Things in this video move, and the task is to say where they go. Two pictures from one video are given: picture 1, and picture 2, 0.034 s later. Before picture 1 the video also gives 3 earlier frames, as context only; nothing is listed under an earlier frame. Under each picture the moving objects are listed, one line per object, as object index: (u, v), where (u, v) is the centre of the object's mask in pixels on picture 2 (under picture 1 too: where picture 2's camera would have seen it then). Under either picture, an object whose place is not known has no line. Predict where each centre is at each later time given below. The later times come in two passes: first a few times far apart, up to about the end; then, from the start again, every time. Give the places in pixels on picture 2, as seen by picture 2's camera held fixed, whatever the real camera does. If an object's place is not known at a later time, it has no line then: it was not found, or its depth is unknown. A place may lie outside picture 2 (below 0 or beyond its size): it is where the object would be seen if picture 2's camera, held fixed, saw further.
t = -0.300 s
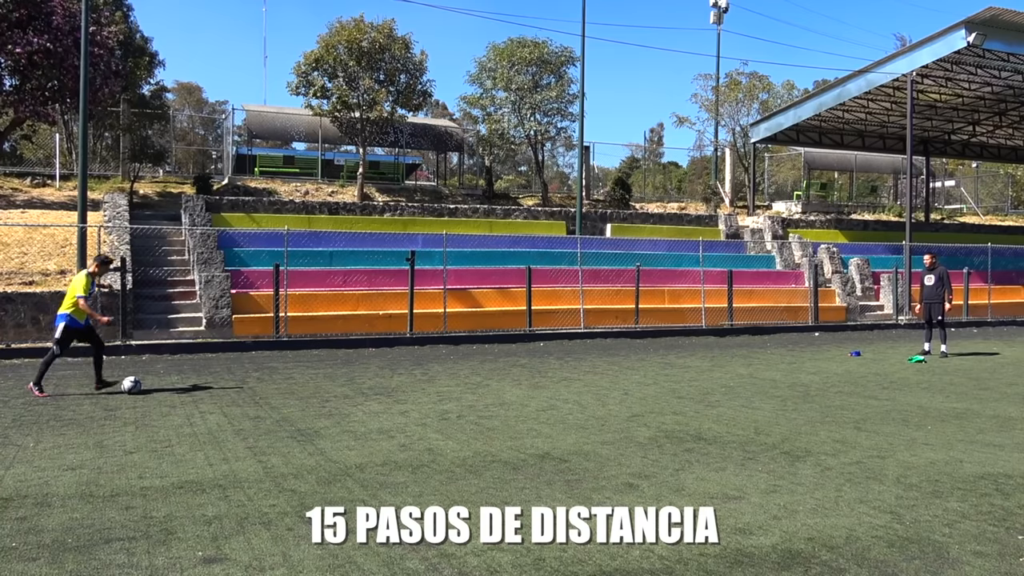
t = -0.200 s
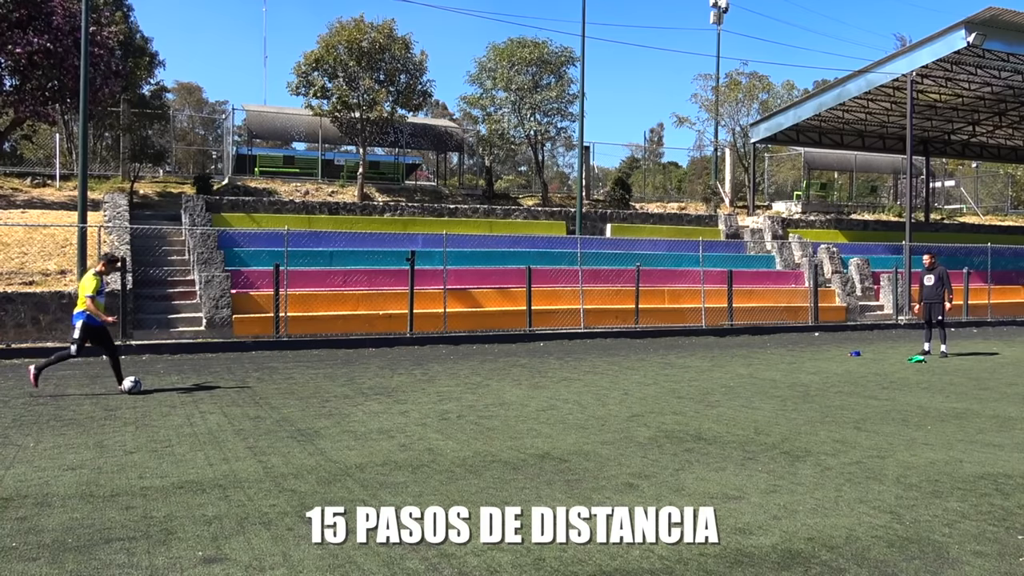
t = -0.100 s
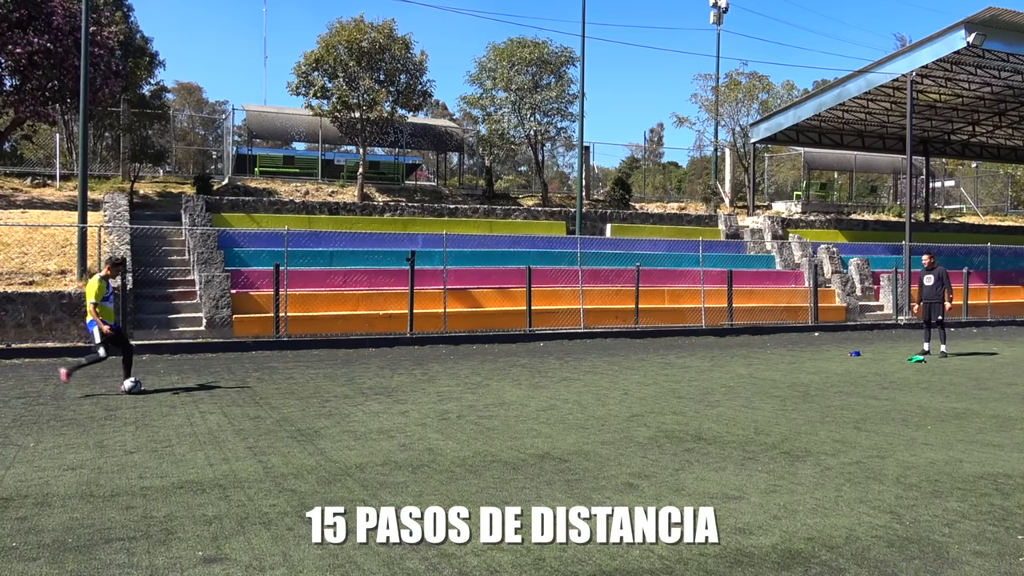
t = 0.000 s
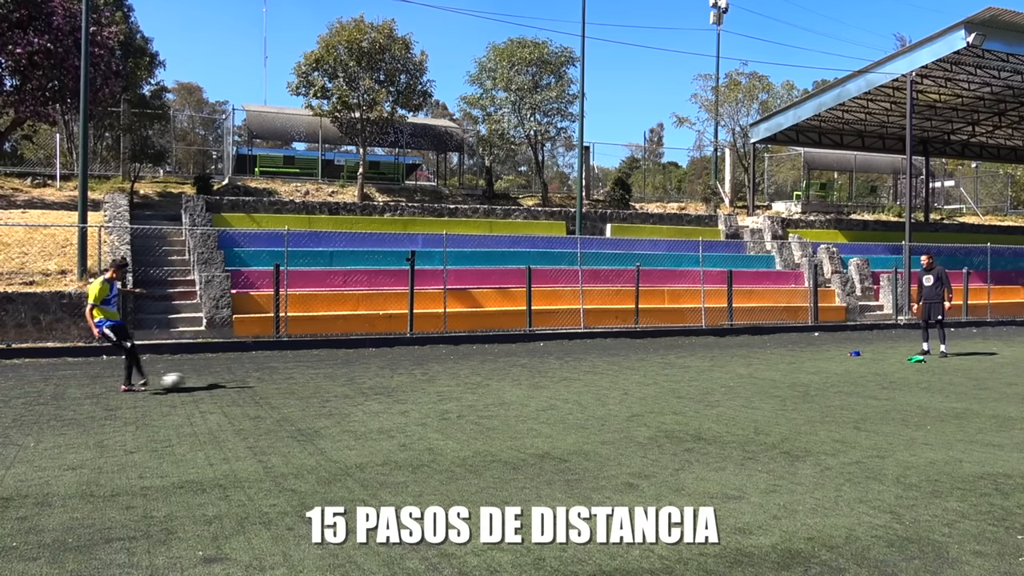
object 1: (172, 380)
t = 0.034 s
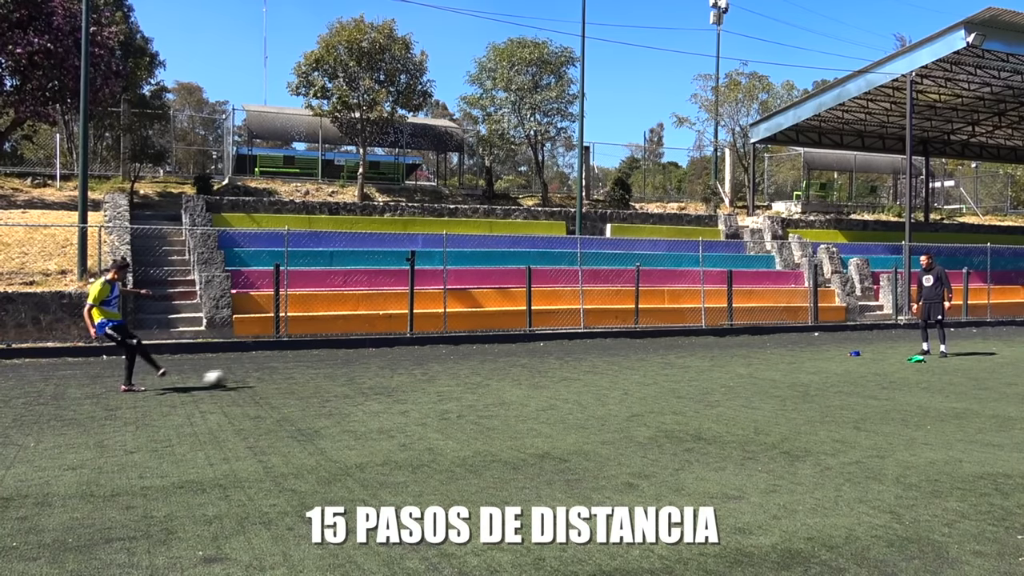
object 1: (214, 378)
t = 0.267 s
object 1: (461, 366)
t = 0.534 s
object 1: (658, 358)
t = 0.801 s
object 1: (795, 353)
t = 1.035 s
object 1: (883, 352)
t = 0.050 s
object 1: (234, 377)
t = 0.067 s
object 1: (254, 376)
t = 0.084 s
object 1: (274, 375)
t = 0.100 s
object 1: (294, 375)
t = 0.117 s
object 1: (313, 374)
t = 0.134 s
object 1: (331, 374)
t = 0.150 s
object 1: (350, 375)
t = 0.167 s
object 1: (369, 375)
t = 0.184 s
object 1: (385, 374)
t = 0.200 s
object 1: (401, 372)
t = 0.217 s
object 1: (417, 370)
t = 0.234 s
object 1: (431, 368)
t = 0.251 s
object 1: (446, 367)
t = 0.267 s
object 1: (461, 366)
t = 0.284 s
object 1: (476, 366)
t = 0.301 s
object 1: (489, 365)
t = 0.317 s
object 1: (504, 365)
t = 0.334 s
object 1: (518, 365)
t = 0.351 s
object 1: (532, 365)
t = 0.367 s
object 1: (545, 365)
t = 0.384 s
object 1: (558, 366)
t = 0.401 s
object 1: (572, 366)
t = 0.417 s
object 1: (583, 365)
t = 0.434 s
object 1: (594, 363)
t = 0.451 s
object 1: (605, 361)
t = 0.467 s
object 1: (616, 361)
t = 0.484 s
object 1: (626, 359)
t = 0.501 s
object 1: (637, 359)
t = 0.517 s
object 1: (648, 358)
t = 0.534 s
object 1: (658, 358)
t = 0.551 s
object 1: (668, 358)
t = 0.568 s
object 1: (678, 358)
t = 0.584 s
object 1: (688, 358)
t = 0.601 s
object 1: (698, 358)
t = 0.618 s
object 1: (708, 360)
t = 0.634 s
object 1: (717, 360)
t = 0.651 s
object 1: (725, 360)
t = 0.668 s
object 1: (734, 358)
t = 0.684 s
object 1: (742, 356)
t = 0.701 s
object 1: (750, 355)
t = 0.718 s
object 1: (757, 354)
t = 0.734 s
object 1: (765, 354)
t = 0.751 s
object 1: (773, 353)
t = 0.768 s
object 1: (781, 353)
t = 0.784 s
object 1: (787, 353)
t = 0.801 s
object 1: (795, 353)
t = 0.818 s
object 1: (802, 353)
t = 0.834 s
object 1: (810, 354)
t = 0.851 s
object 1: (817, 355)
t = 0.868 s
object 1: (824, 355)
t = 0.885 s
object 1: (830, 354)
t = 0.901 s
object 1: (836, 353)
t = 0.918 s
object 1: (842, 352)
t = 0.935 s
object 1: (848, 352)
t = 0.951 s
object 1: (854, 352)
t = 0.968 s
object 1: (859, 351)
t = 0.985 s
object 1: (866, 351)
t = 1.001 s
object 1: (871, 351)
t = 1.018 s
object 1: (878, 351)
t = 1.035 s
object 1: (883, 352)
